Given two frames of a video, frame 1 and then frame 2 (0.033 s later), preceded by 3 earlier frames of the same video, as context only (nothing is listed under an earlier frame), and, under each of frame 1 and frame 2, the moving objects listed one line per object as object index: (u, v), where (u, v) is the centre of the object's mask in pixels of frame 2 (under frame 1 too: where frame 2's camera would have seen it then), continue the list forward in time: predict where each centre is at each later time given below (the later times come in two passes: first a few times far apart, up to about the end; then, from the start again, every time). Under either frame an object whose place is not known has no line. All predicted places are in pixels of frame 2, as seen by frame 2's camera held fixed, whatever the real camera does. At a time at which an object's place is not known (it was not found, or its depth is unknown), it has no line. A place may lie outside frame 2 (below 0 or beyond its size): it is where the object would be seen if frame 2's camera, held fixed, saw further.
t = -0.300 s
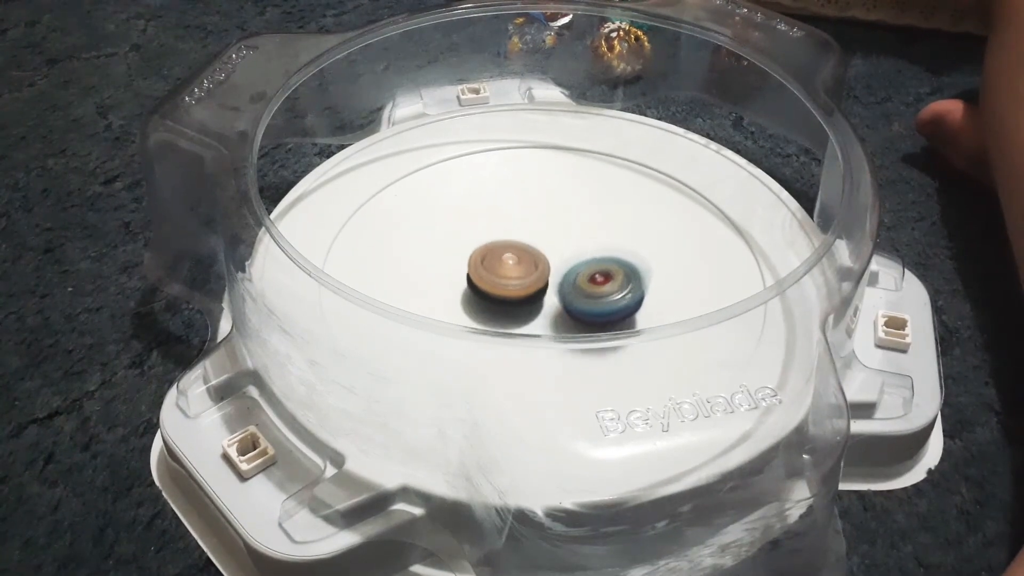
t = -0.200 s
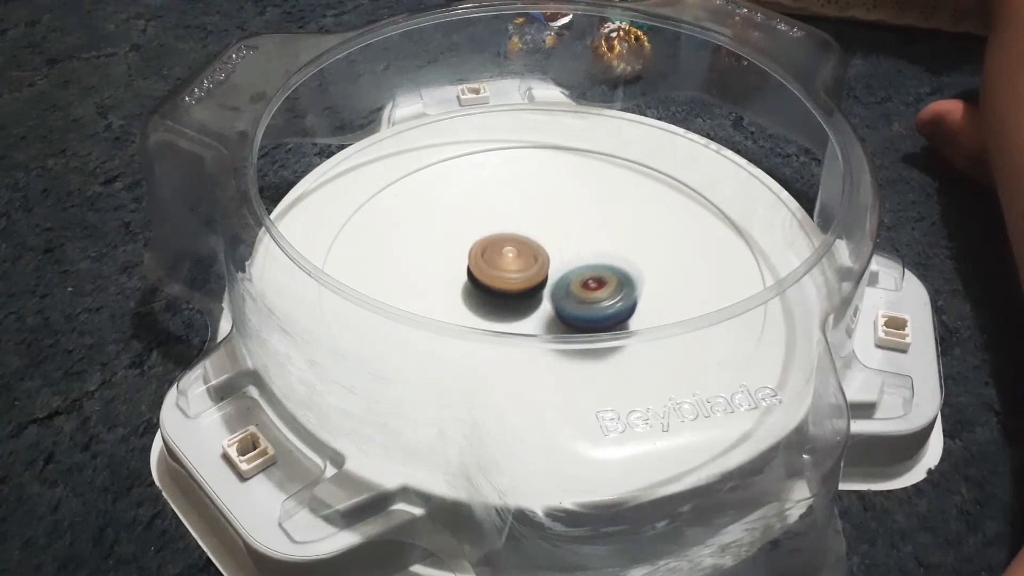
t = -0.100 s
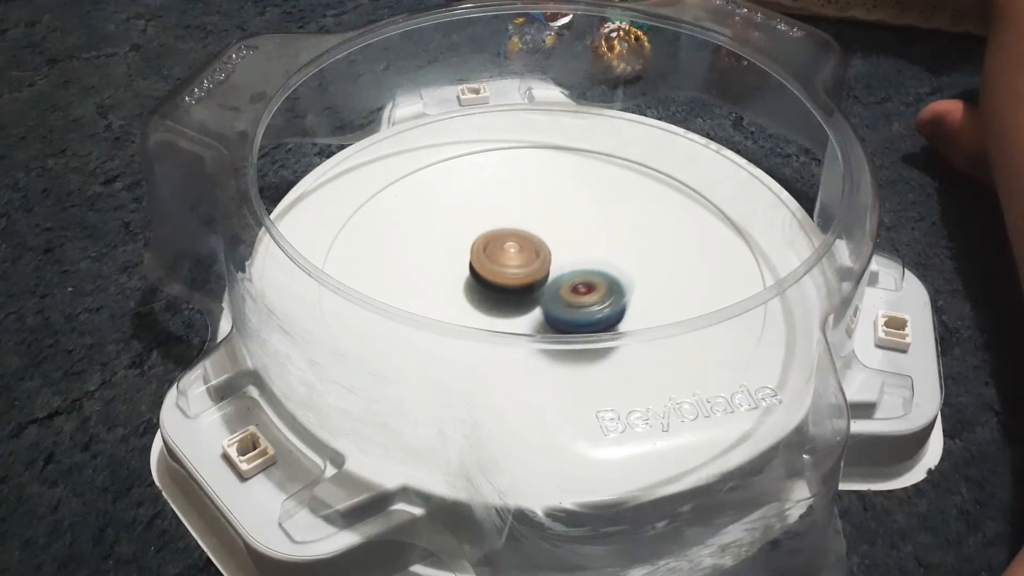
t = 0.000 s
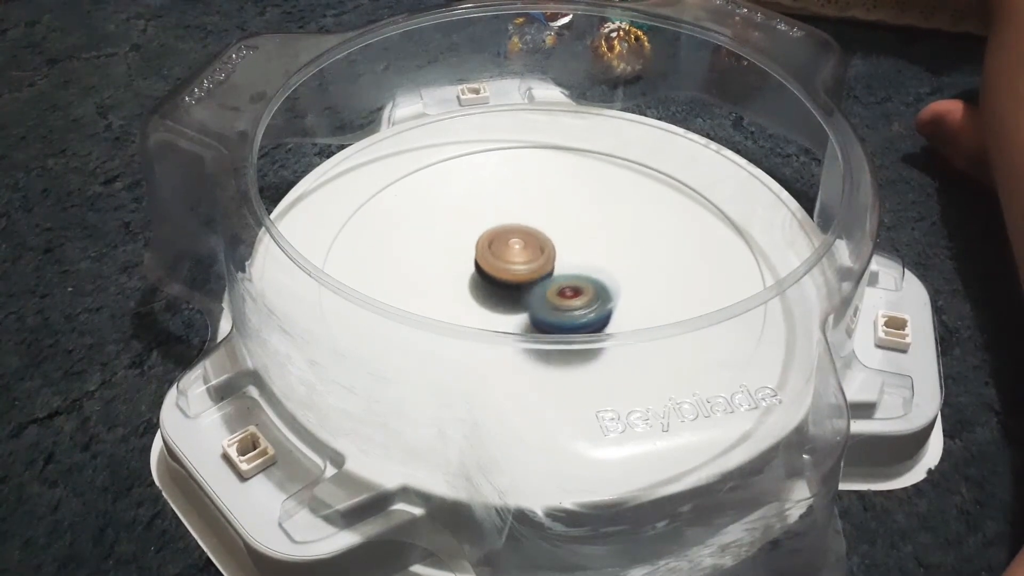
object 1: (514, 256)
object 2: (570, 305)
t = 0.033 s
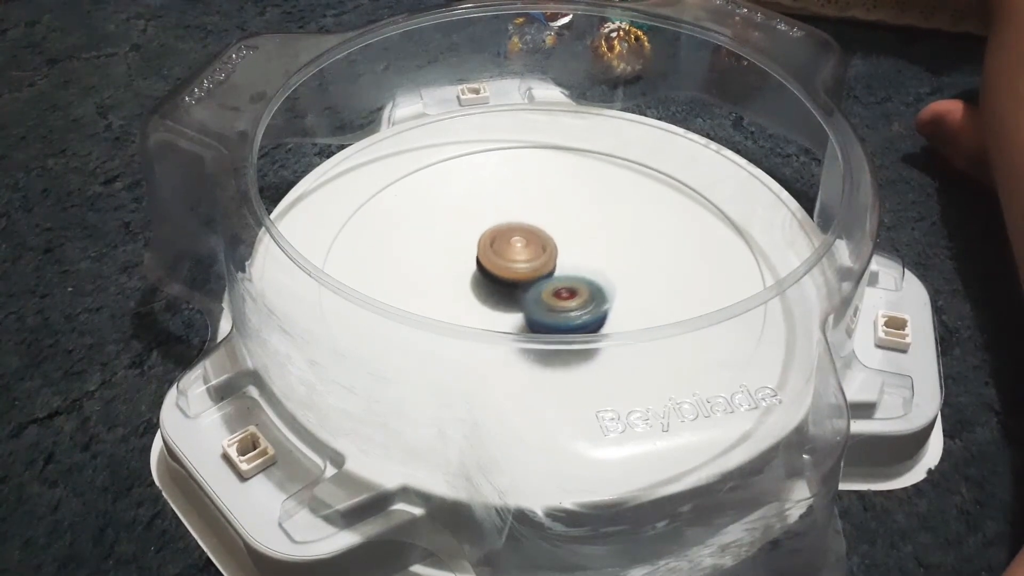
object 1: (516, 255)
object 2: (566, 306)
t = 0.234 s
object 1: (531, 248)
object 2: (538, 306)
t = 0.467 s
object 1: (553, 247)
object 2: (510, 299)
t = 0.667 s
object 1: (567, 252)
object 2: (495, 285)
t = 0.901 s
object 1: (581, 264)
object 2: (485, 267)
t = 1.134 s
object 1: (582, 278)
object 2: (494, 252)
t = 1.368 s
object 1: (575, 293)
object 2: (517, 241)
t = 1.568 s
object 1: (562, 302)
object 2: (542, 237)
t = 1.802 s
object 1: (540, 303)
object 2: (570, 240)
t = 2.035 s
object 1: (517, 292)
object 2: (594, 251)
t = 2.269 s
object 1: (508, 275)
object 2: (601, 266)
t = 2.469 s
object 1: (509, 259)
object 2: (594, 283)
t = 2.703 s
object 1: (518, 244)
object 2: (572, 301)
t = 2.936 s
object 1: (540, 242)
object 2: (540, 304)
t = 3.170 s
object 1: (563, 248)
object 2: (509, 297)
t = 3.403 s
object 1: (581, 265)
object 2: (489, 280)
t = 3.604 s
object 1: (587, 281)
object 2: (493, 263)
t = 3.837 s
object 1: (582, 295)
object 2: (516, 245)
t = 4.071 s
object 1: (562, 300)
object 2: (545, 235)
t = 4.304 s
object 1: (536, 299)
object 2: (572, 237)
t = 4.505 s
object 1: (512, 289)
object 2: (589, 248)
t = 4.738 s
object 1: (500, 272)
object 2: (596, 270)
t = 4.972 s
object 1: (506, 255)
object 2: (584, 291)
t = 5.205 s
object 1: (526, 245)
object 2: (554, 303)
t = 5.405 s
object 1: (547, 243)
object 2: (524, 302)
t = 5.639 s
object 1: (571, 252)
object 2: (499, 288)
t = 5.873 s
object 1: (587, 270)
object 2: (492, 270)
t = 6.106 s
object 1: (588, 289)
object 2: (506, 250)
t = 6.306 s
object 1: (573, 302)
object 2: (527, 239)
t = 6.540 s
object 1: (542, 305)
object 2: (558, 241)
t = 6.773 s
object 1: (510, 301)
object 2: (589, 254)
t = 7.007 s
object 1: (492, 279)
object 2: (597, 276)
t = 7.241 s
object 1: (501, 257)
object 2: (574, 296)
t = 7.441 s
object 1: (519, 240)
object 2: (547, 305)
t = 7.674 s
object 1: (556, 240)
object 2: (514, 294)
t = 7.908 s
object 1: (595, 251)
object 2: (488, 275)
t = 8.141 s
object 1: (607, 277)
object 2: (494, 256)
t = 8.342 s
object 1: (588, 295)
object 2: (522, 247)
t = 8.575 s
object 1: (552, 309)
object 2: (558, 243)
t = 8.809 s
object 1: (506, 301)
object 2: (585, 257)
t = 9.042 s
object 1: (487, 273)
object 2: (586, 280)
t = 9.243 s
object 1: (498, 249)
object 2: (564, 295)
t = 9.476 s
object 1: (532, 233)
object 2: (532, 298)
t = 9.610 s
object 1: (556, 235)
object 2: (516, 289)
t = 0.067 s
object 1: (518, 253)
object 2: (561, 306)
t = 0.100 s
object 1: (520, 252)
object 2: (556, 307)
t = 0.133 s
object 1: (522, 251)
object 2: (552, 307)
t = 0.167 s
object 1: (525, 250)
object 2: (547, 307)
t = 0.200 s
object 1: (528, 249)
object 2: (542, 307)
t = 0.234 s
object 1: (531, 248)
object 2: (538, 306)
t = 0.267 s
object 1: (534, 248)
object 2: (534, 306)
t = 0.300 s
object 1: (537, 248)
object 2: (530, 306)
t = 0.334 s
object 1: (540, 247)
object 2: (525, 305)
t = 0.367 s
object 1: (543, 246)
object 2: (521, 303)
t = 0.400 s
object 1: (546, 246)
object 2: (518, 302)
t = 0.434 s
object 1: (550, 247)
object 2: (514, 300)
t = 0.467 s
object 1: (553, 247)
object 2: (510, 299)
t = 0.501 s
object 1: (556, 247)
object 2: (507, 297)
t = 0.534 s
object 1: (558, 248)
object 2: (504, 295)
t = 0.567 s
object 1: (561, 249)
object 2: (501, 292)
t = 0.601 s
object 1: (563, 250)
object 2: (499, 290)
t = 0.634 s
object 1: (565, 251)
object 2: (497, 288)
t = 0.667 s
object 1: (567, 252)
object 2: (495, 285)
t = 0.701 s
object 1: (569, 254)
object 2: (493, 283)
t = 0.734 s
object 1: (571, 255)
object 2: (491, 280)
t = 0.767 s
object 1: (573, 257)
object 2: (490, 278)
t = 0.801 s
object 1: (575, 259)
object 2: (488, 275)
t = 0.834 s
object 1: (578, 260)
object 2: (486, 272)
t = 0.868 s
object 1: (580, 262)
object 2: (485, 270)
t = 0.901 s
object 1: (581, 264)
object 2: (485, 267)
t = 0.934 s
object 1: (582, 266)
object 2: (485, 265)
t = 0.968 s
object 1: (583, 267)
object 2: (486, 263)
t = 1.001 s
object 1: (583, 270)
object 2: (487, 261)
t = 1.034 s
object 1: (583, 271)
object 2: (488, 259)
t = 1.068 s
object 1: (583, 273)
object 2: (490, 257)
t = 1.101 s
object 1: (582, 275)
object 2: (492, 255)
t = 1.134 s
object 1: (582, 278)
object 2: (494, 252)
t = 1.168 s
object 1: (583, 280)
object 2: (496, 250)
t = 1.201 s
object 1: (583, 283)
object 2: (499, 248)
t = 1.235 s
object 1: (582, 285)
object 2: (502, 246)
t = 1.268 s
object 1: (581, 287)
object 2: (505, 245)
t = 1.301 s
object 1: (580, 289)
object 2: (509, 243)
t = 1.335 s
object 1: (577, 291)
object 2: (513, 242)
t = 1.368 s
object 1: (575, 293)
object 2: (517, 241)
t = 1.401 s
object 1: (573, 295)
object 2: (521, 240)
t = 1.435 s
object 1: (571, 296)
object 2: (525, 239)
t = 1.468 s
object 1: (568, 298)
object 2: (530, 238)
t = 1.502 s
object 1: (566, 300)
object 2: (534, 238)
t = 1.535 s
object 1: (564, 301)
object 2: (538, 237)
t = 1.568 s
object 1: (562, 302)
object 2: (542, 237)
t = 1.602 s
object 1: (559, 302)
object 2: (546, 237)
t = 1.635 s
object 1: (557, 302)
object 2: (550, 237)
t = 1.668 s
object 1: (553, 303)
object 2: (555, 238)
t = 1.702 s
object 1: (550, 303)
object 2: (559, 238)
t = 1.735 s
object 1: (546, 303)
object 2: (563, 238)
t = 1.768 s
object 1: (544, 303)
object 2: (567, 239)
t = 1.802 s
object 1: (540, 303)
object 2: (570, 240)
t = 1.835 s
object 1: (537, 302)
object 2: (574, 241)
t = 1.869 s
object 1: (534, 301)
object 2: (577, 243)
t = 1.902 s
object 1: (531, 300)
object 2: (580, 244)
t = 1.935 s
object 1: (528, 298)
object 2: (582, 246)
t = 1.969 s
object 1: (524, 297)
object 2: (587, 248)
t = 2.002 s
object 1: (520, 295)
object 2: (591, 249)
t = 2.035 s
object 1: (517, 292)
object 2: (594, 251)
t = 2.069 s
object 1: (515, 291)
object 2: (597, 253)
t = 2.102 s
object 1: (513, 289)
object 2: (598, 255)
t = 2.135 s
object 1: (511, 286)
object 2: (600, 257)
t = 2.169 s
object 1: (510, 283)
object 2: (601, 259)
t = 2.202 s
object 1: (509, 280)
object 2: (601, 261)
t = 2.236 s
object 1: (508, 278)
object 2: (601, 264)
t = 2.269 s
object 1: (508, 275)
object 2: (601, 266)
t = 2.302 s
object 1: (507, 272)
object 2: (600, 269)
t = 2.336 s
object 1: (507, 270)
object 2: (600, 272)
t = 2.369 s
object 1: (507, 267)
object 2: (599, 275)
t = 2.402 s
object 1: (507, 264)
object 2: (598, 277)
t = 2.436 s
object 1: (508, 262)
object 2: (596, 280)
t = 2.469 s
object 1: (509, 259)
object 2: (594, 283)
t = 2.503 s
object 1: (510, 256)
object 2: (592, 286)
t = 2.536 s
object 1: (511, 254)
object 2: (589, 289)
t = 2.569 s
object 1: (512, 252)
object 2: (586, 292)
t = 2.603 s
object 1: (513, 249)
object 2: (583, 295)
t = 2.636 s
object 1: (514, 247)
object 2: (580, 297)
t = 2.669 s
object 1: (516, 245)
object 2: (576, 299)
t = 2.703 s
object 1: (518, 244)
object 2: (572, 301)
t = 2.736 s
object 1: (521, 243)
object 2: (568, 303)
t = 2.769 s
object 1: (524, 242)
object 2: (563, 304)
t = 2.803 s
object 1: (527, 242)
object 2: (558, 305)
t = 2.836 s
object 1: (530, 241)
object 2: (554, 305)
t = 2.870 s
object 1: (533, 241)
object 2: (549, 305)
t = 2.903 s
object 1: (536, 242)
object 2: (545, 305)
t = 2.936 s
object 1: (540, 242)
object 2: (540, 304)
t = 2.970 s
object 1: (543, 243)
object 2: (535, 304)
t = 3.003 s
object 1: (547, 243)
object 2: (530, 304)
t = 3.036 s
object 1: (551, 243)
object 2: (525, 303)
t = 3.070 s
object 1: (554, 244)
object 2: (520, 302)
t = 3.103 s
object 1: (557, 245)
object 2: (515, 301)
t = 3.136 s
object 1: (560, 246)
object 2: (511, 300)
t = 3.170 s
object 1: (563, 248)
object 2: (509, 297)
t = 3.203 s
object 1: (567, 250)
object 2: (505, 294)
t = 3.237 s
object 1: (569, 253)
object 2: (501, 292)
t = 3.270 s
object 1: (572, 255)
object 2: (498, 290)
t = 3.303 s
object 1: (574, 258)
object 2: (495, 288)
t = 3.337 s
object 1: (577, 260)
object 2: (491, 285)
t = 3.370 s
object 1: (579, 263)
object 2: (490, 282)
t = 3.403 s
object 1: (581, 265)
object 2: (489, 280)
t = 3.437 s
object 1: (582, 268)
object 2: (488, 278)
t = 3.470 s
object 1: (584, 271)
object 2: (488, 274)
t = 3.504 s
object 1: (585, 273)
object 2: (489, 272)
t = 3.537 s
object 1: (586, 276)
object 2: (490, 269)
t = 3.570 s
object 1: (587, 278)
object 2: (491, 266)
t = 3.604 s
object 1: (587, 281)
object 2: (493, 263)
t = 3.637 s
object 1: (587, 283)
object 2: (495, 261)
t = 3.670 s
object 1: (586, 286)
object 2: (498, 258)
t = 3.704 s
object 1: (586, 288)
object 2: (501, 255)
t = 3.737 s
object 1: (585, 290)
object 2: (505, 253)
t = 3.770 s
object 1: (584, 291)
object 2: (508, 250)
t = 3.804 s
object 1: (583, 293)
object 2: (512, 247)
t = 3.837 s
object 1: (582, 295)
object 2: (516, 245)
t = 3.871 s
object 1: (580, 296)
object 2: (520, 242)
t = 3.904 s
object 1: (578, 297)
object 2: (524, 240)
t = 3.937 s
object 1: (575, 298)
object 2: (529, 239)
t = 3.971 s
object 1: (572, 299)
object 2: (533, 238)
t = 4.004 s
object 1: (569, 300)
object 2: (537, 237)
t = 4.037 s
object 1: (566, 300)
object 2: (541, 236)
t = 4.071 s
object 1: (562, 300)
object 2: (545, 235)
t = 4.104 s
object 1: (558, 300)
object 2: (549, 235)
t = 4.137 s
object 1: (555, 300)
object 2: (554, 235)
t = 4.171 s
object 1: (551, 301)
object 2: (558, 235)
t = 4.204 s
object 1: (548, 301)
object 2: (562, 235)
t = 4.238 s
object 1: (544, 301)
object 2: (566, 235)
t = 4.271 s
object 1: (540, 300)
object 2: (569, 236)
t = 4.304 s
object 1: (536, 299)
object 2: (572, 237)
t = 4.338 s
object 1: (533, 297)
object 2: (575, 238)
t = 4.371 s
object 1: (529, 295)
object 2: (577, 240)
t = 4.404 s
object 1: (524, 295)
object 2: (581, 242)
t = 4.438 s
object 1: (520, 293)
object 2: (584, 244)
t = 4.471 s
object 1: (516, 291)
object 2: (587, 246)
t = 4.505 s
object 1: (512, 289)
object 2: (589, 248)
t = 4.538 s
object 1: (510, 288)
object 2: (591, 251)
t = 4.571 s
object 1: (507, 285)
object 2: (592, 253)
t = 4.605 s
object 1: (506, 283)
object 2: (593, 256)
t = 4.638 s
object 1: (504, 280)
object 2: (594, 259)
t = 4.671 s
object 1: (503, 278)
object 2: (595, 263)
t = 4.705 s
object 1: (502, 275)
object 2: (595, 266)
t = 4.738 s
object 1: (500, 272)
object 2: (596, 270)
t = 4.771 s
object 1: (500, 270)
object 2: (596, 274)
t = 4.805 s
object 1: (499, 267)
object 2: (595, 277)
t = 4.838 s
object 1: (500, 264)
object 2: (594, 280)
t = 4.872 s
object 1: (501, 262)
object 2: (593, 283)
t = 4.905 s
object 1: (502, 260)
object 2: (590, 286)
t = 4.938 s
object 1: (504, 257)
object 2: (588, 289)
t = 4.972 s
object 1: (506, 255)
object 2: (584, 291)
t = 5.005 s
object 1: (508, 253)
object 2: (581, 294)
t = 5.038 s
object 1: (510, 252)
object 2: (577, 296)
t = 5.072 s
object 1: (513, 251)
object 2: (573, 298)
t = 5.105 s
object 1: (515, 248)
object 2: (568, 299)
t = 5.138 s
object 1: (519, 247)
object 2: (564, 301)
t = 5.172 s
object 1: (522, 246)
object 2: (559, 302)
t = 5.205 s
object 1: (526, 245)
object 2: (554, 303)
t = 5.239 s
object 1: (529, 244)
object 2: (549, 304)
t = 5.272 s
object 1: (533, 243)
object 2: (544, 305)
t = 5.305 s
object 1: (536, 243)
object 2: (538, 304)
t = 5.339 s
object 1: (540, 242)
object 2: (534, 304)
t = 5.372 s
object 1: (544, 243)
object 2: (529, 303)
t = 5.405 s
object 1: (547, 243)
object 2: (524, 302)
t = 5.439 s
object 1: (551, 243)
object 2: (520, 300)
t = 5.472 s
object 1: (555, 245)
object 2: (516, 299)
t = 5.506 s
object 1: (559, 245)
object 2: (511, 297)
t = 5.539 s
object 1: (562, 247)
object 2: (508, 295)
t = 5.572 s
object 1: (565, 248)
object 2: (504, 293)
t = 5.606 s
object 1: (568, 250)
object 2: (502, 290)
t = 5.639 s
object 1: (571, 252)
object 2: (499, 288)
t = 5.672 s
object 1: (574, 254)
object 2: (499, 286)
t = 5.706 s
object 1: (577, 256)
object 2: (494, 283)
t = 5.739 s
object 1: (579, 259)
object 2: (493, 281)
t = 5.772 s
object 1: (581, 262)
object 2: (492, 278)
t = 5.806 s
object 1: (583, 265)
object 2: (491, 275)
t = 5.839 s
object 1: (585, 268)
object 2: (491, 272)
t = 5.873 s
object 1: (587, 270)
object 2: (492, 270)
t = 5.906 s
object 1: (588, 273)
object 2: (492, 267)
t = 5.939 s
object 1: (589, 275)
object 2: (493, 264)
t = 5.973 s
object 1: (589, 279)
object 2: (495, 262)
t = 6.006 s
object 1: (589, 282)
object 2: (498, 259)
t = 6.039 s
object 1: (588, 283)
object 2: (500, 257)
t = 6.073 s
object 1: (588, 286)
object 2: (503, 254)
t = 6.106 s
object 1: (588, 289)
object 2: (506, 250)
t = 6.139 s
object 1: (587, 292)
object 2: (509, 248)
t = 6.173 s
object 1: (586, 293)
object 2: (512, 245)
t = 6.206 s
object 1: (583, 296)
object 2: (515, 243)
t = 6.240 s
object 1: (580, 298)
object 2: (519, 242)
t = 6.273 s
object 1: (577, 300)
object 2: (523, 240)
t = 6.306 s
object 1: (573, 302)
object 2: (527, 239)
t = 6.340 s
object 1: (569, 303)
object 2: (532, 238)
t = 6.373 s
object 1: (565, 304)
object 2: (536, 238)
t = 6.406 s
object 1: (560, 305)
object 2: (541, 238)
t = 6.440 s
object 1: (556, 306)
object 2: (545, 238)
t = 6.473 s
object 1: (551, 306)
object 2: (549, 239)
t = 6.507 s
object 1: (547, 306)
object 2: (554, 240)
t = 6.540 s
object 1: (542, 305)
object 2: (558, 241)
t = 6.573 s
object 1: (538, 305)
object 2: (562, 243)
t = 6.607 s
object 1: (532, 305)
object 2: (567, 244)
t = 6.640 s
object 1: (526, 305)
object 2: (573, 245)
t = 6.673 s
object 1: (521, 305)
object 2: (578, 247)
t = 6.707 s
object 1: (517, 304)
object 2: (583, 249)
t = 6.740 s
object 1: (513, 303)
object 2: (586, 252)
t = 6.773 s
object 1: (510, 301)
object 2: (589, 254)
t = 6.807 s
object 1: (506, 299)
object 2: (592, 257)
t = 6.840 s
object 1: (503, 294)
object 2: (595, 260)
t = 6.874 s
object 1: (500, 292)
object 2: (597, 263)
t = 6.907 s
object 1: (498, 288)
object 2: (598, 267)
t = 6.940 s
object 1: (496, 285)
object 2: (598, 270)
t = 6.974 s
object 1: (494, 281)
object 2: (598, 273)
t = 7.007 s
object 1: (492, 279)
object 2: (597, 276)
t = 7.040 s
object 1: (492, 275)
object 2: (596, 280)
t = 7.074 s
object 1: (492, 273)
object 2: (594, 283)
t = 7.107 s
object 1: (492, 270)
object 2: (591, 286)
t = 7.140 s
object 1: (494, 267)
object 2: (587, 289)
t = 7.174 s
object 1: (496, 263)
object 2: (584, 291)
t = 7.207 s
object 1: (498, 260)
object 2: (579, 293)
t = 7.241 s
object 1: (501, 257)
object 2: (574, 296)
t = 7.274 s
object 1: (503, 254)
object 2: (570, 298)
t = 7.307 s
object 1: (505, 250)
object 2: (567, 301)
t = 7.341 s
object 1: (507, 246)
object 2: (562, 303)
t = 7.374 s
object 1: (511, 244)
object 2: (557, 304)
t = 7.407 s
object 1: (515, 242)
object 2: (552, 305)
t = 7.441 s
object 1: (519, 240)
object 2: (547, 305)
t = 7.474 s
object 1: (524, 239)
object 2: (541, 304)
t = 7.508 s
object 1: (529, 237)
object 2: (537, 303)
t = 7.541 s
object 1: (534, 237)
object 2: (532, 303)
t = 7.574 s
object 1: (540, 237)
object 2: (527, 301)
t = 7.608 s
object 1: (545, 238)
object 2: (522, 300)
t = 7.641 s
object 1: (551, 238)
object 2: (518, 297)
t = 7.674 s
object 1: (556, 240)
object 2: (514, 294)
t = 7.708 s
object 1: (561, 241)
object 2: (511, 291)
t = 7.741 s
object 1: (567, 242)
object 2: (508, 288)
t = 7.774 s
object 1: (575, 243)
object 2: (503, 285)
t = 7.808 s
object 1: (581, 244)
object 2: (495, 284)
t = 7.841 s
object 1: (586, 246)
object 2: (492, 281)
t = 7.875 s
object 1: (591, 248)
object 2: (490, 278)
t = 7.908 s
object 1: (595, 251)
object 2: (488, 275)
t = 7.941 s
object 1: (598, 254)
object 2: (487, 272)
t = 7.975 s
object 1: (601, 257)
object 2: (486, 269)
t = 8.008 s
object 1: (604, 261)
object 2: (487, 267)
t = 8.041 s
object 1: (606, 264)
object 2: (488, 264)
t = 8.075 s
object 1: (607, 268)
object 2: (490, 261)
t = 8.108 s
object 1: (607, 272)
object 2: (492, 259)
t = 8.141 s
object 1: (607, 277)
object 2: (494, 256)
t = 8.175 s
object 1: (605, 279)
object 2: (498, 254)
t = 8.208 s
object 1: (603, 282)
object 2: (502, 253)
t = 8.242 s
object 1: (601, 286)
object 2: (507, 251)
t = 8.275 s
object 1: (597, 289)
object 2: (511, 249)
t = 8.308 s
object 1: (593, 292)
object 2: (516, 248)
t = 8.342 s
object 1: (588, 295)
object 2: (522, 247)
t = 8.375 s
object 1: (583, 299)
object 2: (528, 246)
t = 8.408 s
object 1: (579, 302)
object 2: (534, 245)
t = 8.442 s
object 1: (574, 305)
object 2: (539, 244)
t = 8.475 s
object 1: (569, 307)
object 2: (543, 243)
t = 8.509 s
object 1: (564, 308)
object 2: (549, 242)
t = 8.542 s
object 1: (558, 309)
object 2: (554, 243)
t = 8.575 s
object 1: (552, 309)
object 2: (558, 243)
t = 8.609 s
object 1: (545, 309)
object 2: (563, 244)
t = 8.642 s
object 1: (538, 309)
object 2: (568, 245)
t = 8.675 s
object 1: (531, 308)
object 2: (572, 247)
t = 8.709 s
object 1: (524, 307)
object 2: (575, 249)
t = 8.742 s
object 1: (518, 305)
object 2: (579, 251)
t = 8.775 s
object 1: (512, 304)
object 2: (582, 254)
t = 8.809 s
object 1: (506, 301)
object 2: (585, 257)
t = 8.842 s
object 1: (501, 299)
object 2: (587, 260)
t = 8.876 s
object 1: (497, 293)
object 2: (588, 263)
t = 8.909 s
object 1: (494, 290)
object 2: (589, 267)
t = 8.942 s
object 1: (490, 286)
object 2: (590, 270)
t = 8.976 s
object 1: (488, 282)
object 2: (589, 274)
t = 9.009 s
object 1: (487, 277)
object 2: (588, 277)
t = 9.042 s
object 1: (487, 273)
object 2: (586, 280)
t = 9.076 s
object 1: (487, 270)
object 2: (584, 284)
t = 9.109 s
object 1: (488, 266)
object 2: (581, 286)
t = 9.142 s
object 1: (490, 261)
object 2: (577, 288)
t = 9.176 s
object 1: (493, 258)
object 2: (573, 290)
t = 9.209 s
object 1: (495, 254)
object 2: (568, 293)
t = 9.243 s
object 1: (498, 249)
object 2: (564, 295)
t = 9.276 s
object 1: (501, 245)
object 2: (559, 297)
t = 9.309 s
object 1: (505, 241)
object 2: (554, 299)
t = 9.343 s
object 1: (509, 239)
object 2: (550, 299)
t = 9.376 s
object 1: (515, 238)
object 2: (545, 299)
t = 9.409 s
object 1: (521, 235)
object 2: (540, 299)
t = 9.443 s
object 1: (526, 235)
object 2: (535, 298)
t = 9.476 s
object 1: (532, 233)
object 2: (532, 298)
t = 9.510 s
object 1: (538, 233)
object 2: (527, 296)
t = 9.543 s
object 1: (544, 233)
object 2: (524, 294)
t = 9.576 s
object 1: (550, 234)
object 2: (520, 292)
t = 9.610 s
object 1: (556, 235)
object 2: (516, 289)
